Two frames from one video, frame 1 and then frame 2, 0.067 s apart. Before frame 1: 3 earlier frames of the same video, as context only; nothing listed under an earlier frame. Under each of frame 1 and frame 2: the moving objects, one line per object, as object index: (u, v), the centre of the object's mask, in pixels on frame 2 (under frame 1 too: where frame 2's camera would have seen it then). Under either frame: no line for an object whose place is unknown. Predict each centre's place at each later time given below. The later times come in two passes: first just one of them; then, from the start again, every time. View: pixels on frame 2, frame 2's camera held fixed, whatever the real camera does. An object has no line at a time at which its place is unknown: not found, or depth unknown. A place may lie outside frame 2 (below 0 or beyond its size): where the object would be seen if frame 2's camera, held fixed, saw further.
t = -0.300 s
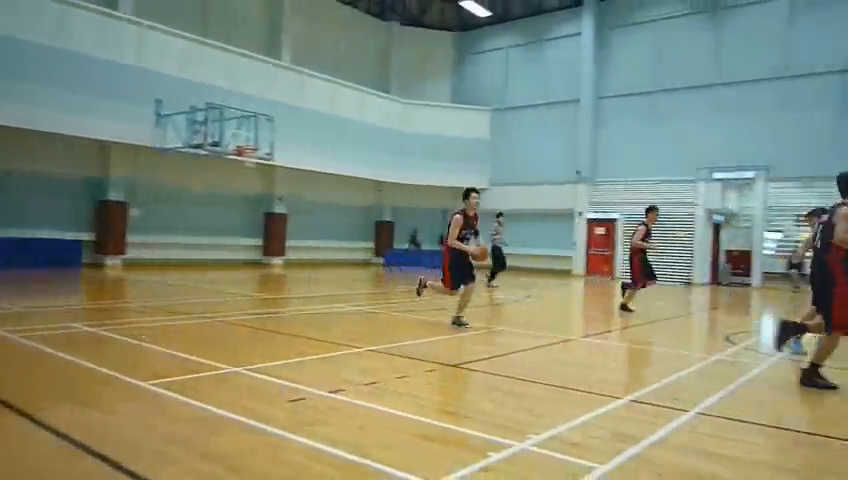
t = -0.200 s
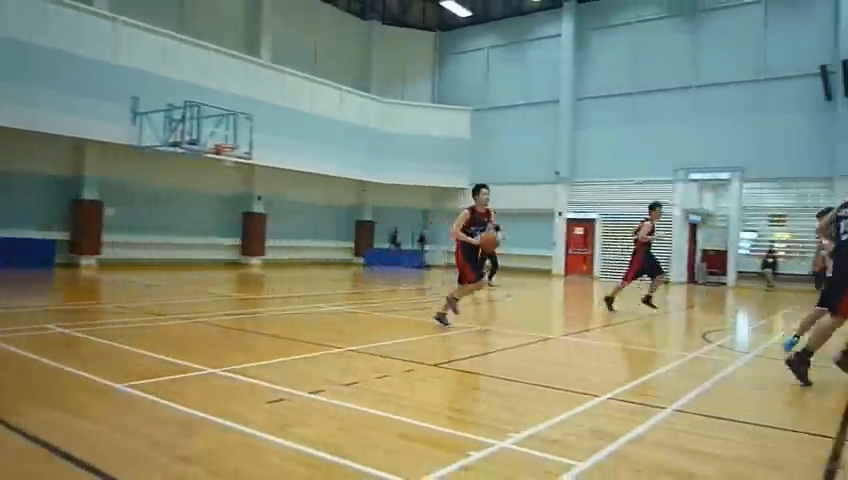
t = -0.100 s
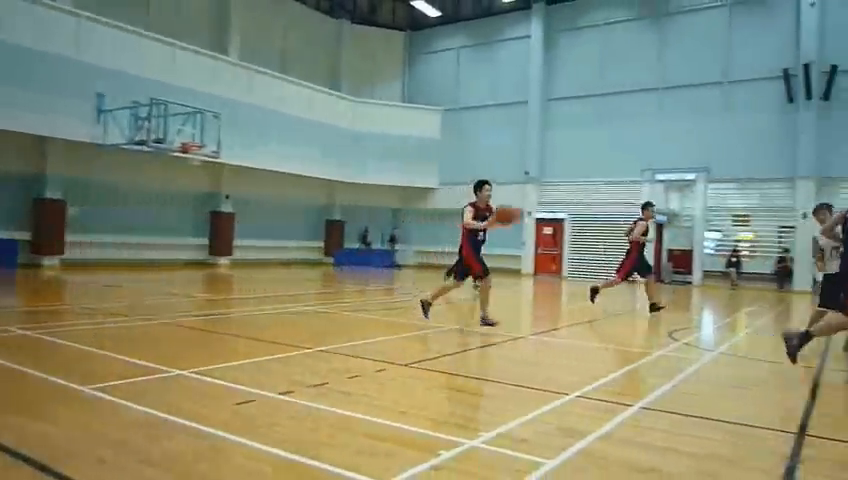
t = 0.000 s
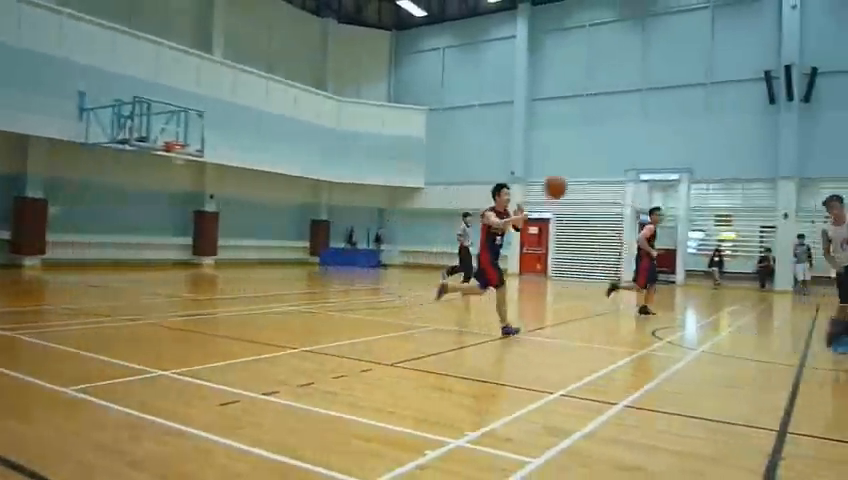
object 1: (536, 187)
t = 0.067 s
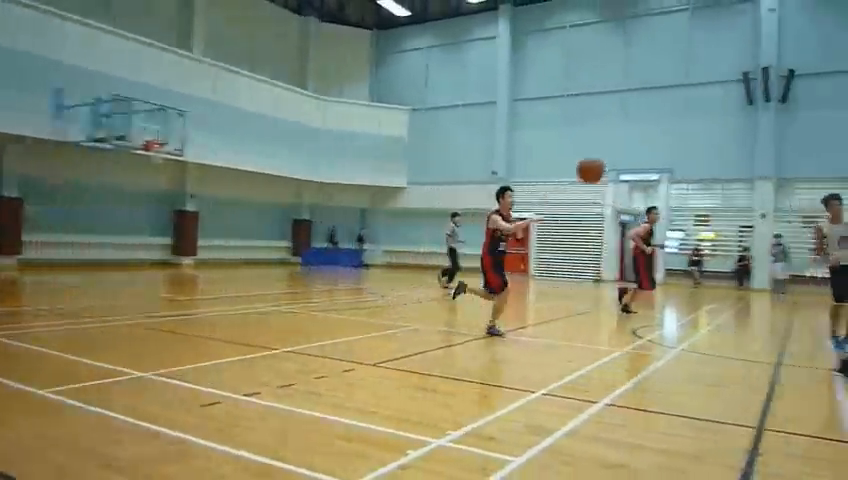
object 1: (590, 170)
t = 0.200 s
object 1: (731, 141)
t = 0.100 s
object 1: (620, 162)
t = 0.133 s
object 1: (653, 155)
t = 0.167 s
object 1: (689, 148)
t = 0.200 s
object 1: (731, 141)
